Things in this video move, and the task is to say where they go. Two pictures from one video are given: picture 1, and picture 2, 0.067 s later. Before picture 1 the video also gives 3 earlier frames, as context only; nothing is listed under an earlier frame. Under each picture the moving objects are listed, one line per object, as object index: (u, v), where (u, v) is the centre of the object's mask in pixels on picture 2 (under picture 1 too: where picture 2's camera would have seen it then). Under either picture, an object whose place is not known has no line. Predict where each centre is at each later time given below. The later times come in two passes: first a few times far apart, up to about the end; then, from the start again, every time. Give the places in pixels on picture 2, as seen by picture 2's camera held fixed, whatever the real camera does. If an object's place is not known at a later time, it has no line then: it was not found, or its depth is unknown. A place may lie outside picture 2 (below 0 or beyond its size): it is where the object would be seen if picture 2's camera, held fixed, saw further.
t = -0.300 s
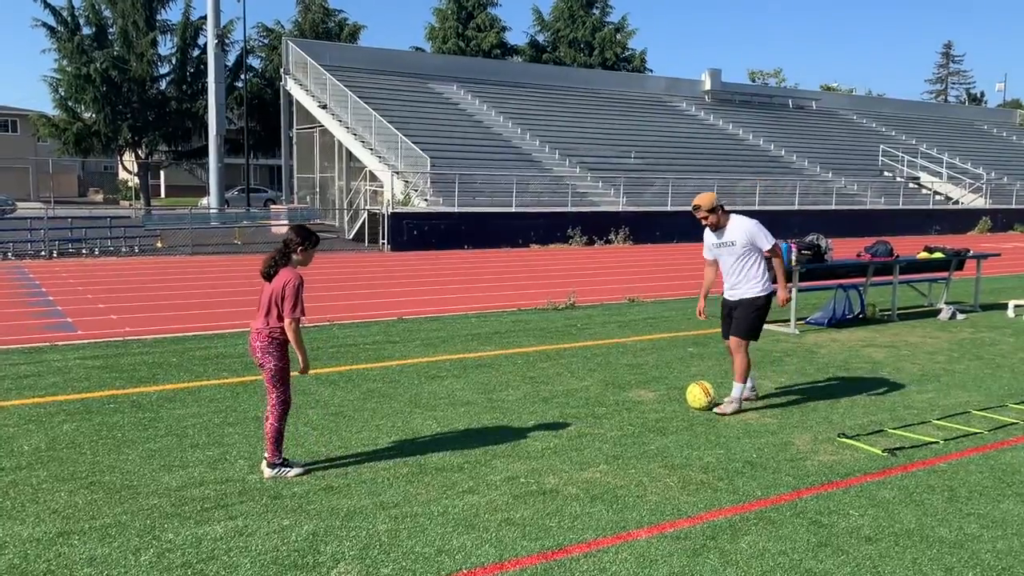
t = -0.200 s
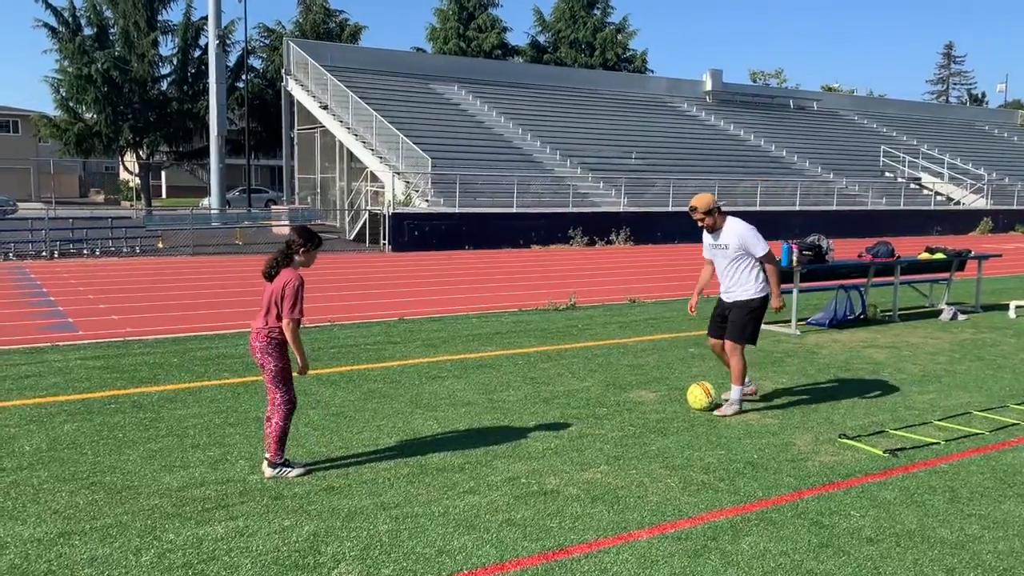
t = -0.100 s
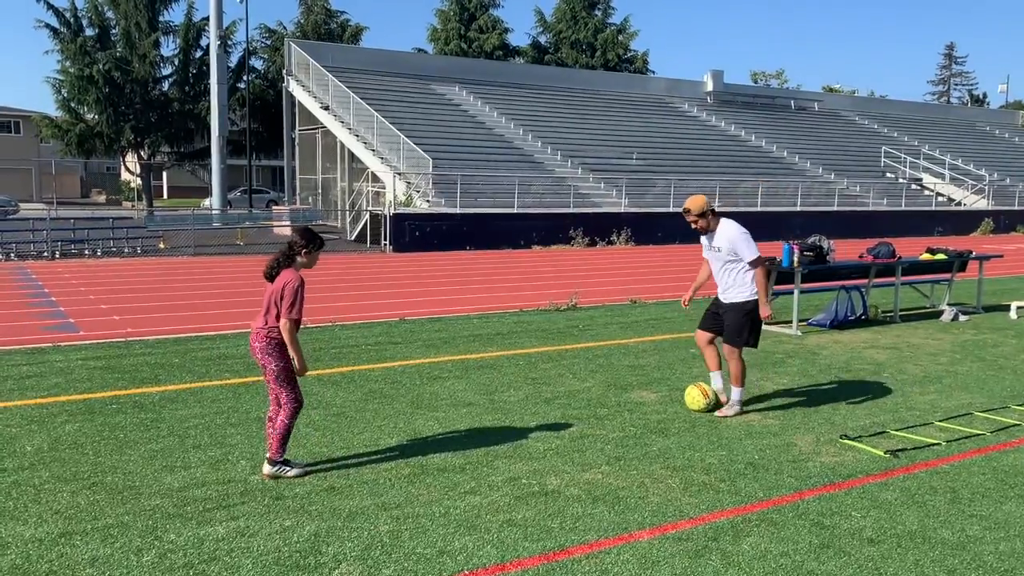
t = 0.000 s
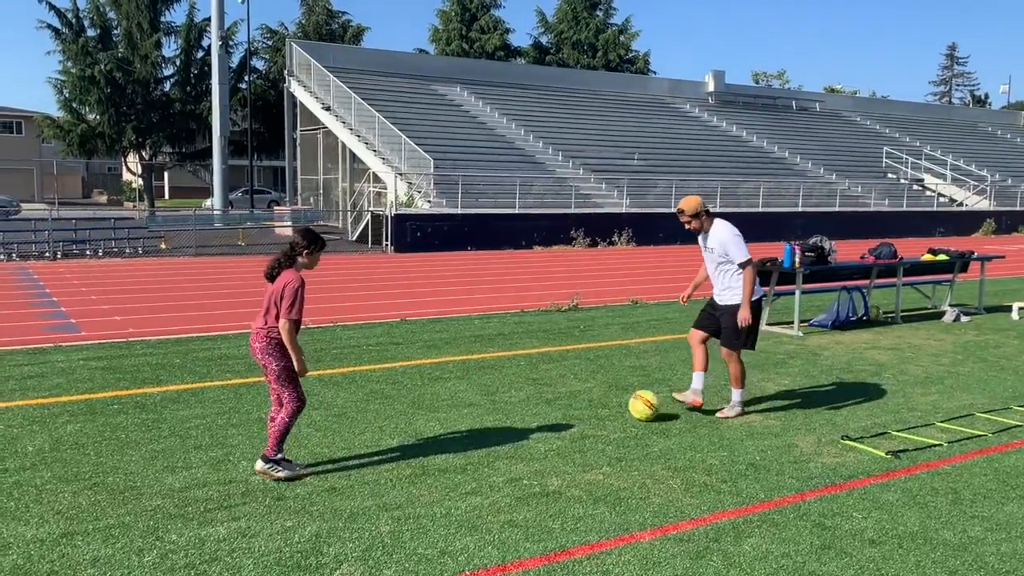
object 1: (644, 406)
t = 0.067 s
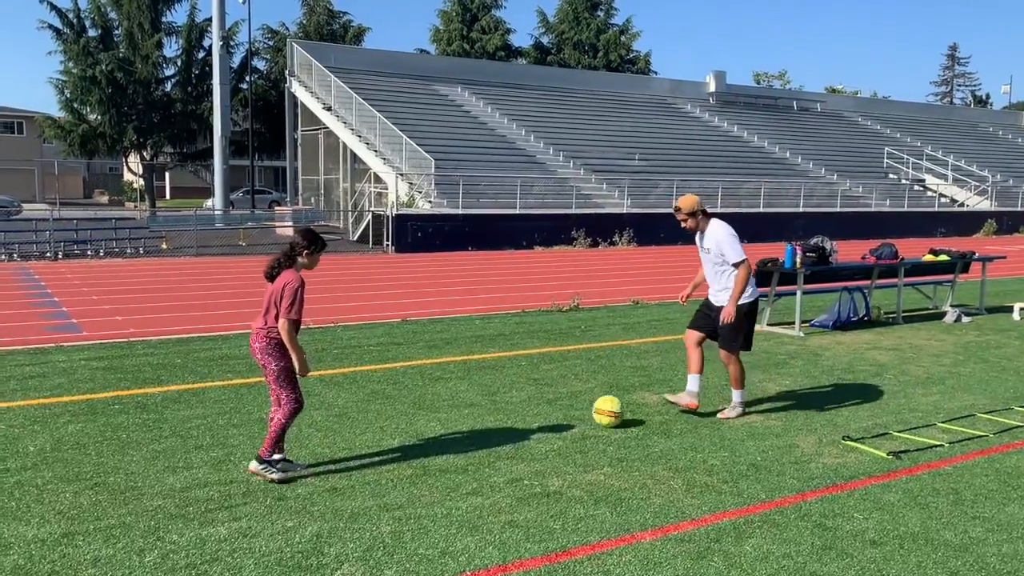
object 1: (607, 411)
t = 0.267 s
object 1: (503, 427)
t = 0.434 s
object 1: (423, 439)
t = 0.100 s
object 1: (589, 414)
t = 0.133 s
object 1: (571, 416)
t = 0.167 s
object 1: (554, 419)
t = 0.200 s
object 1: (537, 422)
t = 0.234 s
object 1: (519, 424)
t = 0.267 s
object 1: (503, 427)
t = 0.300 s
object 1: (486, 429)
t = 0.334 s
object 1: (470, 431)
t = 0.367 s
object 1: (454, 435)
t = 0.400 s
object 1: (439, 439)
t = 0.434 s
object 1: (423, 439)
